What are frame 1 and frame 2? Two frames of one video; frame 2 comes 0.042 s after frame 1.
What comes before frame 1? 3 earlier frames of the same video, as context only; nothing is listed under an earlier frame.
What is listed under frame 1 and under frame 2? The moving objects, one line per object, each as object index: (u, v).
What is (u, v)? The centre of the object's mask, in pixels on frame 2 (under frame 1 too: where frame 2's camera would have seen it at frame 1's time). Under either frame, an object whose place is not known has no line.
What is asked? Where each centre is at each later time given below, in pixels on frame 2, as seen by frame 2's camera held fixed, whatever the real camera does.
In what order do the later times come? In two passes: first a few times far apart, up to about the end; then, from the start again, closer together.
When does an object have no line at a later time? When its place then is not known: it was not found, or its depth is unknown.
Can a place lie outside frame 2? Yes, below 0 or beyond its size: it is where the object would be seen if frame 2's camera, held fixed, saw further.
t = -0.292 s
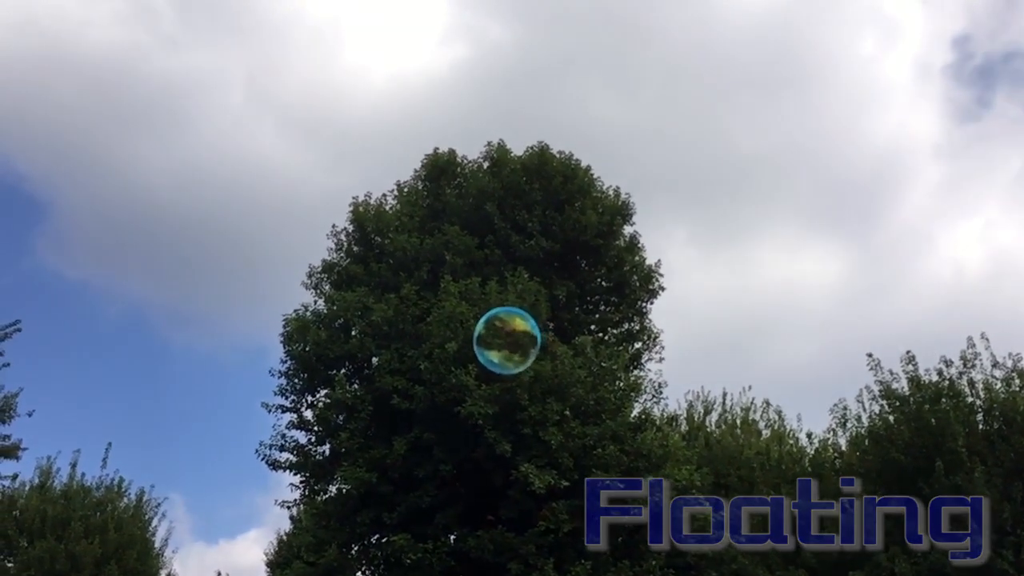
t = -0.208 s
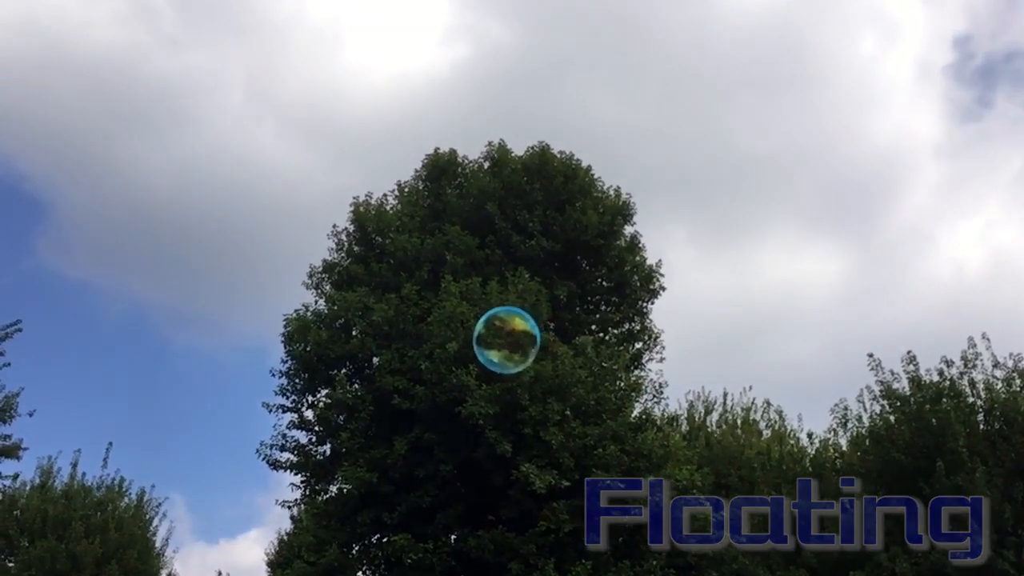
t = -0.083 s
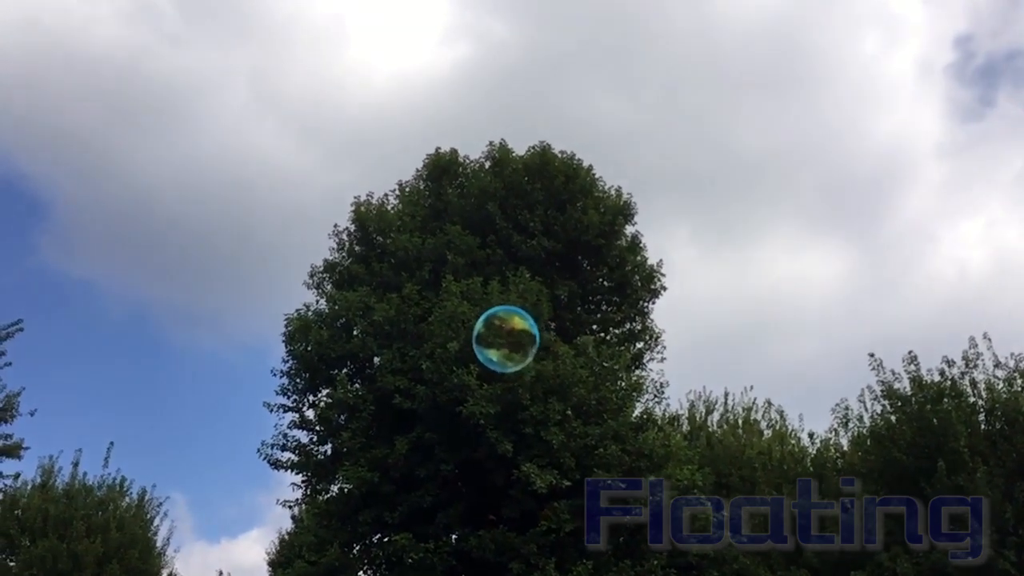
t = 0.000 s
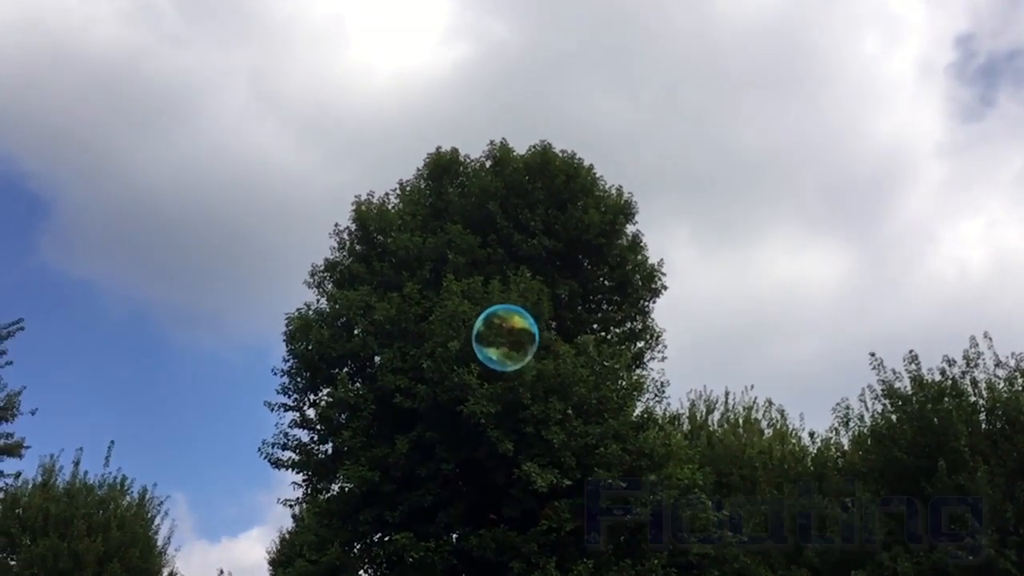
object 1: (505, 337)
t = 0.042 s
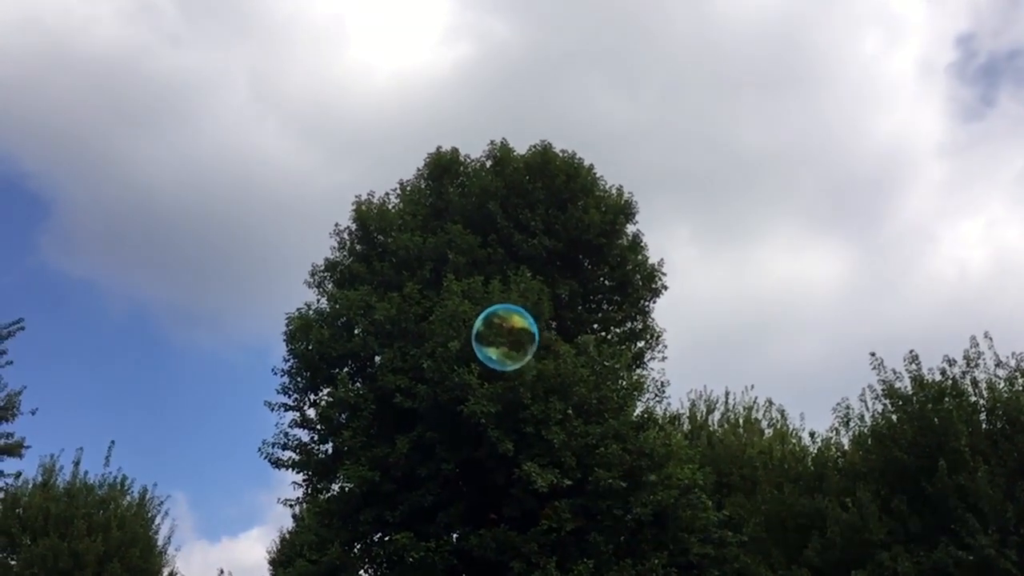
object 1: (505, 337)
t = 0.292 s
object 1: (501, 335)
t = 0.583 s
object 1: (497, 333)
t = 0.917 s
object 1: (492, 331)
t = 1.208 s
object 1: (487, 329)
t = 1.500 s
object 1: (483, 328)
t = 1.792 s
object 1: (478, 327)
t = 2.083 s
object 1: (473, 325)
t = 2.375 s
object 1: (468, 323)
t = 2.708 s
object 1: (463, 321)
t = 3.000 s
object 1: (458, 320)
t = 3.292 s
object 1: (454, 318)
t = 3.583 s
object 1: (449, 316)
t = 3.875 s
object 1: (444, 315)
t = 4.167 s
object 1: (439, 313)
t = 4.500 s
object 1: (434, 312)
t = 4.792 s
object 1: (430, 311)
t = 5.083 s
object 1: (426, 311)
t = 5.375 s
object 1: (422, 310)
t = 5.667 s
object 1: (417, 311)
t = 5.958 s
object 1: (413, 312)
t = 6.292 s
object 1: (409, 314)
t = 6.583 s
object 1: (405, 316)
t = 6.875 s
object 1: (403, 319)
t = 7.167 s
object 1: (400, 323)
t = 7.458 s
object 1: (399, 327)
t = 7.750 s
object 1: (398, 331)
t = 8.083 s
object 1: (397, 337)
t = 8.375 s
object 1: (398, 342)
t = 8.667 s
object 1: (399, 347)
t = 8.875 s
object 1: (401, 351)
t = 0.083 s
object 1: (504, 337)
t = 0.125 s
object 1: (503, 336)
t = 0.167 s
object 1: (503, 336)
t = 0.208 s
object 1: (502, 336)
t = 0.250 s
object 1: (502, 335)
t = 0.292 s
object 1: (501, 335)
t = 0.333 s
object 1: (501, 335)
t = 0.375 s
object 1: (500, 335)
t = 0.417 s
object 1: (499, 334)
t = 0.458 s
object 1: (499, 334)
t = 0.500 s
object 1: (498, 334)
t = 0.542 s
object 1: (498, 334)
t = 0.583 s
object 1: (497, 333)
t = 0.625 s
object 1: (496, 333)
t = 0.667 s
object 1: (496, 333)
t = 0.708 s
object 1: (495, 332)
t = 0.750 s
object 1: (494, 332)
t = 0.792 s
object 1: (494, 332)
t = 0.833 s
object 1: (493, 332)
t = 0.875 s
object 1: (492, 331)
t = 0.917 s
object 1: (492, 331)
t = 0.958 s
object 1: (491, 331)
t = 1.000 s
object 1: (491, 331)
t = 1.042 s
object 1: (490, 330)
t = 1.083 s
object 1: (489, 330)
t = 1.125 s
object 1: (489, 330)
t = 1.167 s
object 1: (488, 330)
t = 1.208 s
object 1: (487, 329)
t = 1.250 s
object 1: (487, 329)
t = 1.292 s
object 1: (486, 329)
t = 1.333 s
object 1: (485, 329)
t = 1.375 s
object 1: (485, 329)
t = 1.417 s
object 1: (484, 329)
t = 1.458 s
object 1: (483, 328)
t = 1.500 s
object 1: (483, 328)
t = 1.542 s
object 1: (482, 328)
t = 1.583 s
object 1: (482, 328)
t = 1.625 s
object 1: (481, 327)
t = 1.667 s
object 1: (480, 327)
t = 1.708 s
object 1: (480, 327)
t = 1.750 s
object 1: (479, 327)
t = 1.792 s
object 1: (478, 327)
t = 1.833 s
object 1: (478, 326)
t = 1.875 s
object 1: (477, 326)
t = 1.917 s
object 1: (476, 326)
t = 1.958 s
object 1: (475, 326)
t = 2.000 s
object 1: (475, 325)
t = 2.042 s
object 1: (474, 325)
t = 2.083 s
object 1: (473, 325)
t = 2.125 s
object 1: (473, 325)
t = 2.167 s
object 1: (472, 324)
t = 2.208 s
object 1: (471, 324)
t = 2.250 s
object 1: (471, 324)
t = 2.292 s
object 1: (470, 324)
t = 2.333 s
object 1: (469, 323)
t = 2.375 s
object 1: (468, 323)
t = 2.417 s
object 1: (468, 323)
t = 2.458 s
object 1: (467, 323)
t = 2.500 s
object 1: (466, 322)
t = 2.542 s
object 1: (466, 322)
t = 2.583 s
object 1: (465, 322)
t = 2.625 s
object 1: (464, 322)
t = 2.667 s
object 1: (464, 322)
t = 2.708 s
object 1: (463, 321)
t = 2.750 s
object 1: (462, 321)
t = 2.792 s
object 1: (462, 321)
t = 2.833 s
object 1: (461, 320)
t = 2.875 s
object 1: (460, 320)
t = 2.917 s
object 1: (460, 320)
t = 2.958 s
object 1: (459, 320)
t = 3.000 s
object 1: (458, 320)
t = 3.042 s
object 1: (458, 319)
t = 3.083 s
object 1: (457, 319)
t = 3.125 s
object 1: (456, 319)
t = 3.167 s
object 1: (456, 319)
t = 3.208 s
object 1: (455, 318)
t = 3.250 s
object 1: (454, 318)
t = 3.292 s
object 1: (454, 318)
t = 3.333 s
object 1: (453, 318)
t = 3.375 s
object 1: (452, 317)
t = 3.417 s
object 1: (452, 317)
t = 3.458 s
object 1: (451, 317)
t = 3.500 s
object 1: (450, 317)
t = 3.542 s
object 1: (449, 317)
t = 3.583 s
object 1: (449, 316)
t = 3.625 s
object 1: (448, 316)
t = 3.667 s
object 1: (447, 316)
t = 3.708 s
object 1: (447, 316)
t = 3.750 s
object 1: (446, 315)
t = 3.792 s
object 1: (445, 315)
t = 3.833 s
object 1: (445, 315)
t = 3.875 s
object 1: (444, 315)
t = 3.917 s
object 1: (443, 314)
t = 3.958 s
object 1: (443, 314)
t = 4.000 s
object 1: (442, 314)
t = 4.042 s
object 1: (441, 314)
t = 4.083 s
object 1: (441, 314)
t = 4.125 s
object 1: (440, 314)
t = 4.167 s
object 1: (439, 313)
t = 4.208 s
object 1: (439, 313)
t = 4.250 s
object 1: (438, 313)
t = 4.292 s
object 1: (437, 313)
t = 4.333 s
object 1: (437, 313)
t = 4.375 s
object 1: (436, 313)
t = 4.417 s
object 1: (435, 312)
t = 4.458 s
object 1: (435, 312)
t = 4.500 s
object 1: (434, 312)
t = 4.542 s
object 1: (434, 312)
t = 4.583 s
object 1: (433, 312)
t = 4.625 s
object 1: (432, 312)
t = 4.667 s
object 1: (432, 312)
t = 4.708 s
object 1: (431, 311)
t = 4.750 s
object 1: (430, 311)
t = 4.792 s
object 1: (430, 311)
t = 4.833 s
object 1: (429, 311)
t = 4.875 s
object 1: (429, 311)
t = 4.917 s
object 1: (428, 311)
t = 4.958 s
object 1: (428, 311)
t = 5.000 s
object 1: (427, 311)
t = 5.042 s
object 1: (426, 311)
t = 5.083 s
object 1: (426, 311)
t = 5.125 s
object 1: (425, 311)
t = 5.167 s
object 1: (425, 311)
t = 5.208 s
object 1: (424, 310)
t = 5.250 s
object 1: (424, 310)
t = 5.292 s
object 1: (423, 310)
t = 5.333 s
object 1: (422, 310)
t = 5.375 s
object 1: (422, 310)
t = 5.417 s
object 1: (421, 310)
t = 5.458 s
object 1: (421, 310)
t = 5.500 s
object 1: (420, 310)
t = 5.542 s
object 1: (419, 310)
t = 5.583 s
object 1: (418, 310)
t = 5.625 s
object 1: (418, 311)
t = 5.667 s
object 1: (417, 311)
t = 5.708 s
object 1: (417, 311)
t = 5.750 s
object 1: (416, 311)
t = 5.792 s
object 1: (415, 311)
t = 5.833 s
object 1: (415, 311)
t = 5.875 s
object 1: (414, 311)
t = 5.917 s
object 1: (414, 311)
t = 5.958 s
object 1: (413, 312)
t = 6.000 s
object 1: (413, 312)
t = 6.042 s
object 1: (412, 312)
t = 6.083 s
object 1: (411, 312)
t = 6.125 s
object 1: (411, 312)
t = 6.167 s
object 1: (410, 313)
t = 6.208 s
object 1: (410, 313)
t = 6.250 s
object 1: (409, 313)
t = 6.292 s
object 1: (409, 314)
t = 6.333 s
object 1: (408, 314)
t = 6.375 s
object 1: (408, 314)
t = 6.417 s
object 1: (407, 314)
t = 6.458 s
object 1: (407, 315)
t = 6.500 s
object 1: (407, 315)
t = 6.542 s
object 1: (406, 316)
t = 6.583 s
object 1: (405, 316)
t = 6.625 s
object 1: (405, 316)
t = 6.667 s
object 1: (405, 317)
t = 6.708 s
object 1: (404, 317)
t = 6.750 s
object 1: (404, 317)
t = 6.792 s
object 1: (403, 318)
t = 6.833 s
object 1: (403, 318)
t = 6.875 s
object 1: (403, 319)
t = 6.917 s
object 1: (402, 319)
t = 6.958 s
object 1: (402, 320)
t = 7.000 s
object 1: (402, 321)
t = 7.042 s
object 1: (401, 321)
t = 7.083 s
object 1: (401, 322)
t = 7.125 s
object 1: (401, 322)
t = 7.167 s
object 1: (400, 323)
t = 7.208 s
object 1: (400, 323)
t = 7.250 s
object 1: (400, 324)
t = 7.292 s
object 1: (400, 325)
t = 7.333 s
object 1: (399, 325)
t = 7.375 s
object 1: (399, 326)
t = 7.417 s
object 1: (399, 326)
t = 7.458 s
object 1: (399, 327)
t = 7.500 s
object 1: (399, 327)
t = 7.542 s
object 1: (398, 328)
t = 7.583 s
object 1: (398, 329)
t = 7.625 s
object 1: (398, 329)
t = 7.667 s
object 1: (398, 330)
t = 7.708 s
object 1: (398, 331)
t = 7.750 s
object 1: (398, 331)
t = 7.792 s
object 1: (398, 332)
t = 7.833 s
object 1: (398, 333)
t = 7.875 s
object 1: (397, 333)
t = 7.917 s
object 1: (397, 334)
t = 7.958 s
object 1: (398, 335)
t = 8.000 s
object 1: (397, 336)
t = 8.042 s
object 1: (397, 336)
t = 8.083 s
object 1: (397, 337)
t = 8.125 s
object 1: (398, 338)
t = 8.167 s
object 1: (397, 338)
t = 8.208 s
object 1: (398, 339)
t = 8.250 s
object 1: (398, 340)
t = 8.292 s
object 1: (398, 340)
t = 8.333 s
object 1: (398, 341)
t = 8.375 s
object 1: (398, 342)
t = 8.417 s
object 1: (398, 343)
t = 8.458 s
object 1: (398, 343)
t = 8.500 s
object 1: (398, 344)
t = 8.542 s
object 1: (399, 345)
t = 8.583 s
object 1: (399, 345)
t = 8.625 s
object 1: (399, 346)
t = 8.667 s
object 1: (399, 347)
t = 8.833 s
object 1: (400, 350)
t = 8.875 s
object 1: (401, 351)
